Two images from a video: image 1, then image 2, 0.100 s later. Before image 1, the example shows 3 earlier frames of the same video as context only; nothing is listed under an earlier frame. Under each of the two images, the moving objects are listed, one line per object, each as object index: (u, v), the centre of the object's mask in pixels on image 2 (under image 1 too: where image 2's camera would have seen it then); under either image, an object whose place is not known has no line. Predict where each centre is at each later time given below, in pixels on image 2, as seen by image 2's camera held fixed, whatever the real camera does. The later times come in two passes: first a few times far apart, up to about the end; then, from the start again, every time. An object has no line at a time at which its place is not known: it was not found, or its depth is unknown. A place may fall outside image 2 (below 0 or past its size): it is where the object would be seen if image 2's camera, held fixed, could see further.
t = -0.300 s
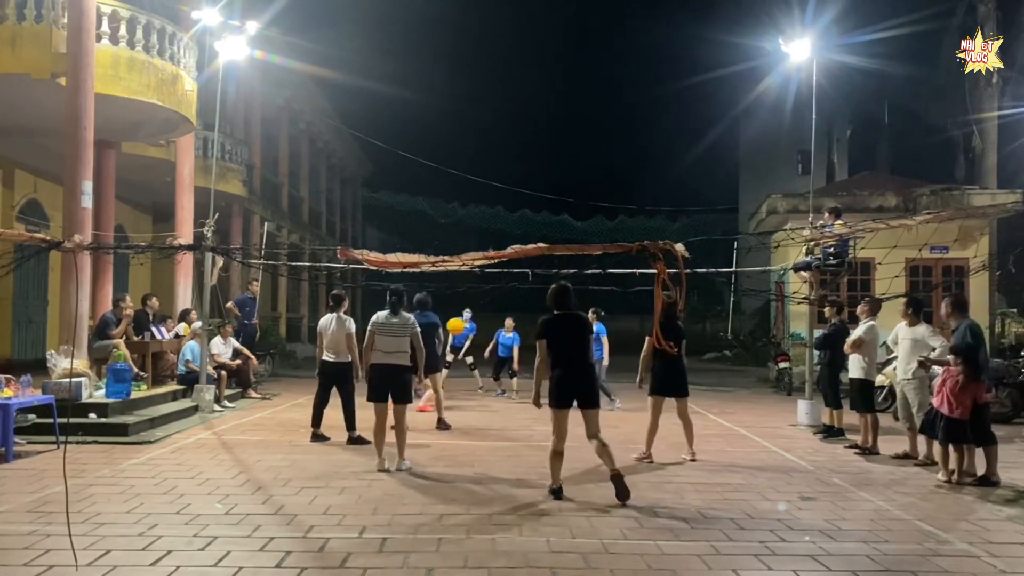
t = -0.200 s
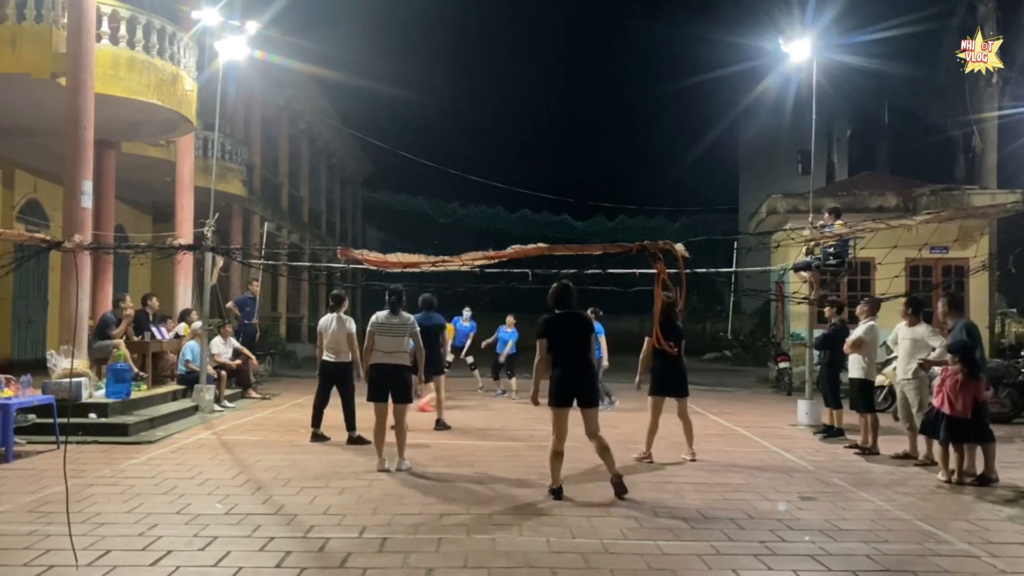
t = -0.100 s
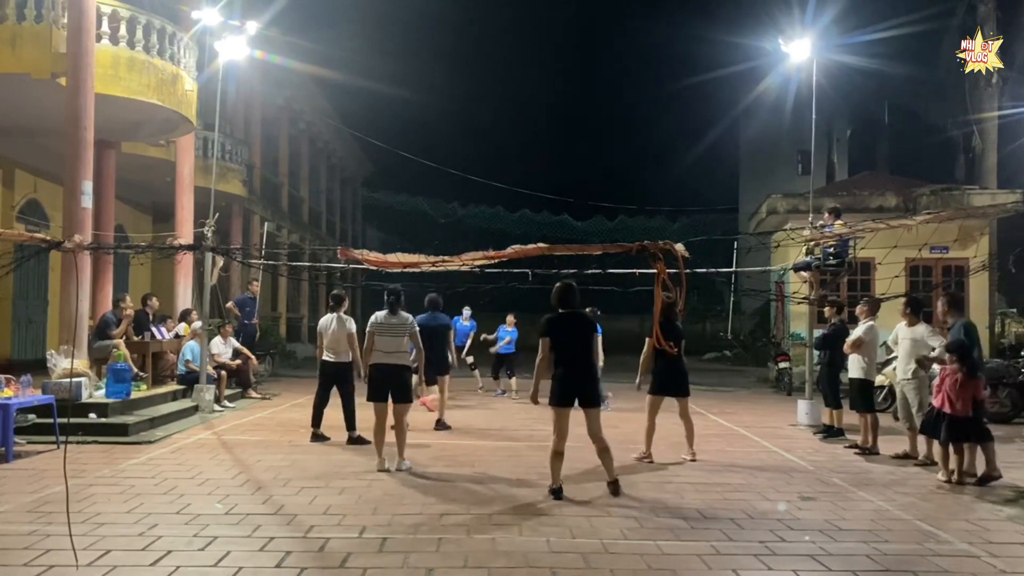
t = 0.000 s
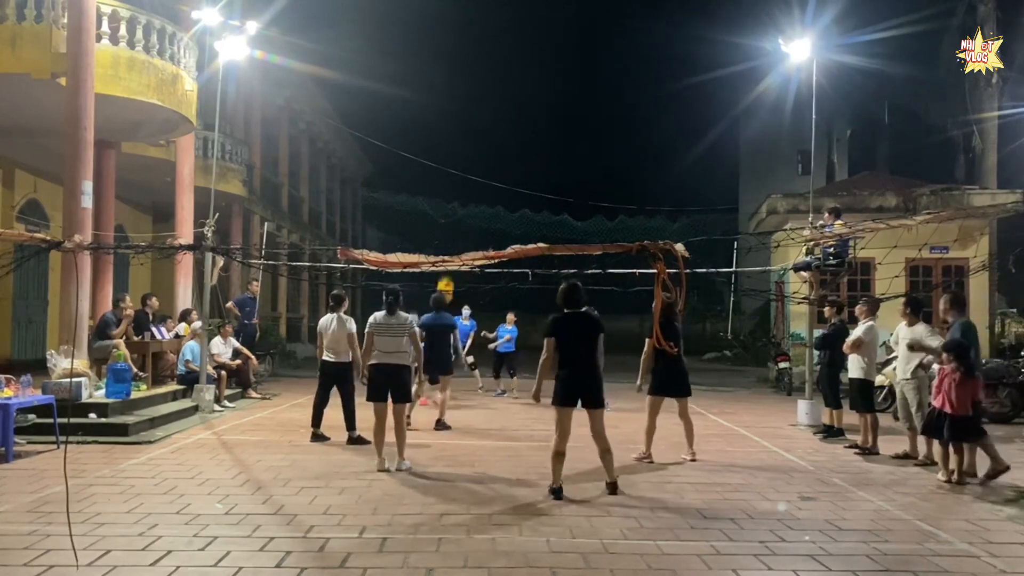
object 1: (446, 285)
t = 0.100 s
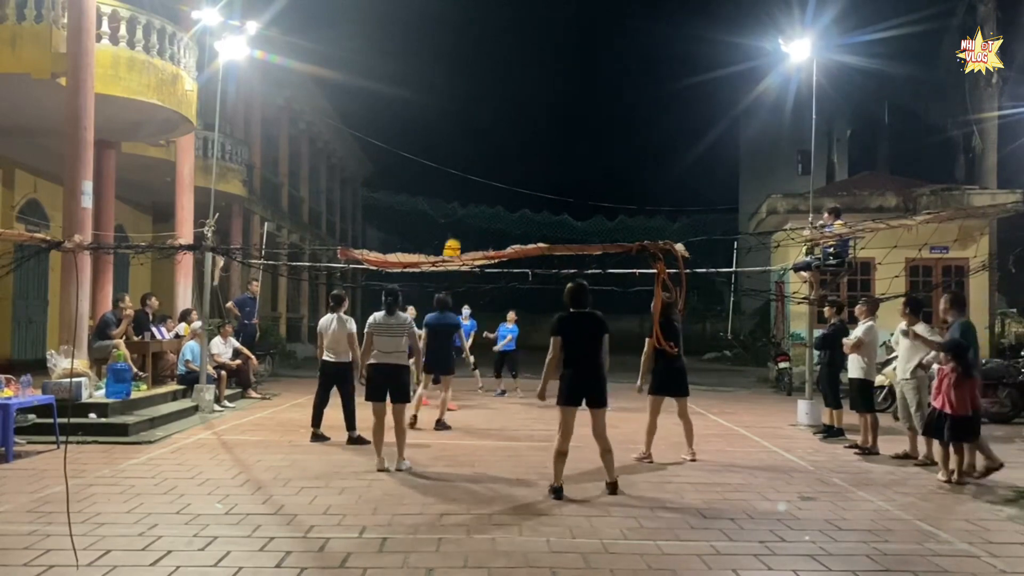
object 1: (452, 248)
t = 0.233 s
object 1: (462, 210)
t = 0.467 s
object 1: (478, 165)
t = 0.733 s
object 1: (495, 156)
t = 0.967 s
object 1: (509, 185)
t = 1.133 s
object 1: (519, 225)
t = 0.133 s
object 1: (454, 238)
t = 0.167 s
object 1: (457, 228)
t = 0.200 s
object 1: (459, 219)
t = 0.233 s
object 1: (462, 210)
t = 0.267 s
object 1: (464, 202)
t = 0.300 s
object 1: (467, 194)
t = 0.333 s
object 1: (469, 186)
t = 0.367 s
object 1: (471, 180)
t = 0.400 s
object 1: (474, 175)
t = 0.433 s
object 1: (476, 169)
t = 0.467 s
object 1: (478, 165)
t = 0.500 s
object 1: (480, 161)
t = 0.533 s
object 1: (483, 158)
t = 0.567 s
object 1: (485, 156)
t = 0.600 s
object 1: (487, 155)
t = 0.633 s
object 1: (489, 154)
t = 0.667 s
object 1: (491, 154)
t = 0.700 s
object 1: (493, 154)
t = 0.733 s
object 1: (495, 156)
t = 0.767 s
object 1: (497, 158)
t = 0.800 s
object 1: (499, 160)
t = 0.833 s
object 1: (501, 164)
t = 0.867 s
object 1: (503, 168)
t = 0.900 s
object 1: (505, 173)
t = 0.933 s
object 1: (507, 178)
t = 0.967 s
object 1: (509, 185)
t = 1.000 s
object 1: (511, 191)
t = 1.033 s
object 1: (513, 199)
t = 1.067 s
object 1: (515, 207)
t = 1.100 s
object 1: (517, 215)
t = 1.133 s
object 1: (519, 225)
